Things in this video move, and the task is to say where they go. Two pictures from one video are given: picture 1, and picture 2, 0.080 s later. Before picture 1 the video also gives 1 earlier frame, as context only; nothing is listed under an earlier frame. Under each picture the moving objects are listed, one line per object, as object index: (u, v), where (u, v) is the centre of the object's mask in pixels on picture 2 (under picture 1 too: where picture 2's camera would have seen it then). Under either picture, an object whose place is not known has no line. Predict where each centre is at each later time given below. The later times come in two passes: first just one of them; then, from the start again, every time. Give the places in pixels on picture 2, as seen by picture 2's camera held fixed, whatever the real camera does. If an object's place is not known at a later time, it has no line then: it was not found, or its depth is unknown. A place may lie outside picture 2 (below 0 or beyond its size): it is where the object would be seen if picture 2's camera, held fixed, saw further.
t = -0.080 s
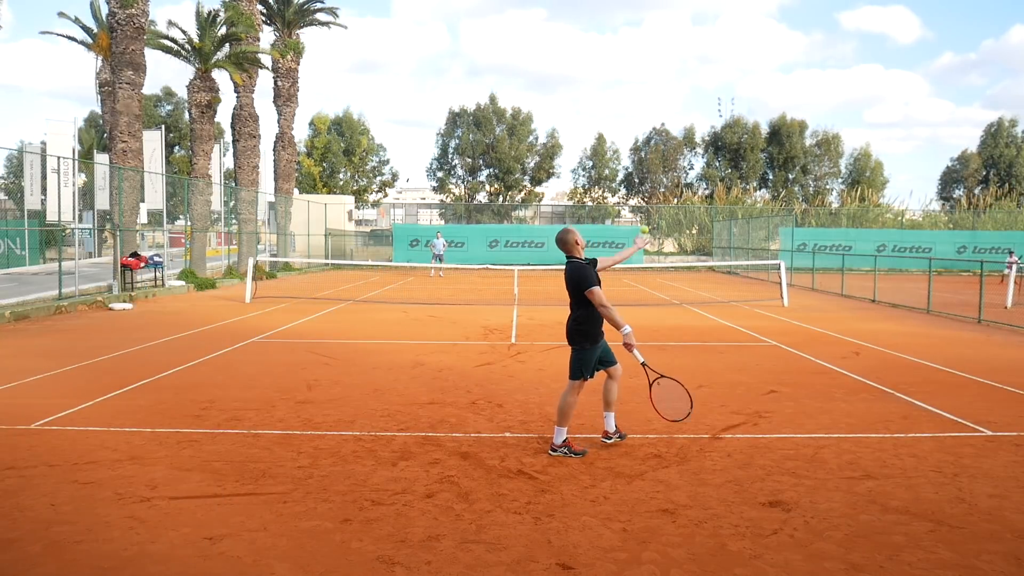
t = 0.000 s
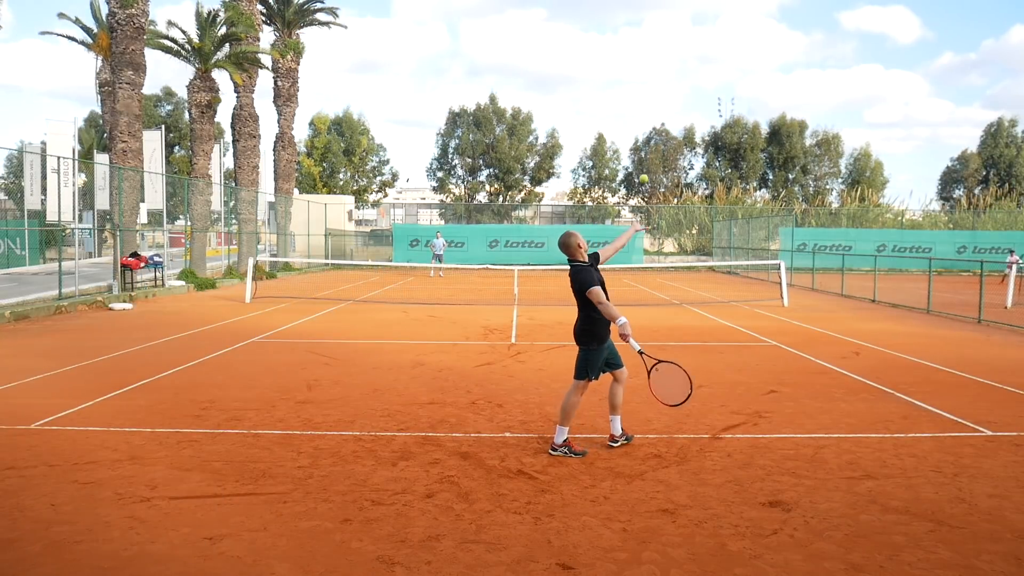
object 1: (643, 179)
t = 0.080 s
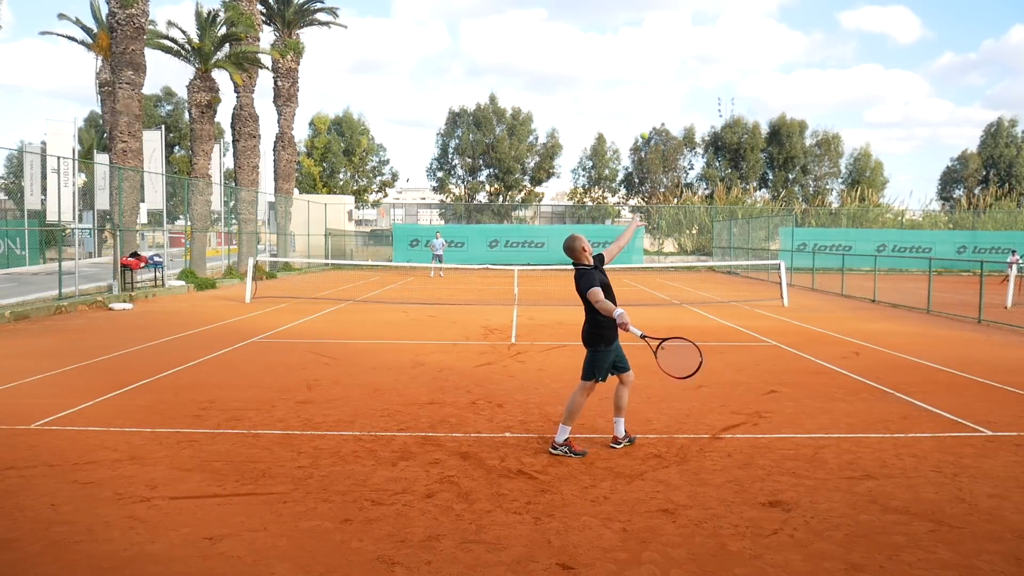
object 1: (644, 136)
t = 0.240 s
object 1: (644, 72)
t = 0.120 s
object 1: (643, 117)
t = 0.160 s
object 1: (643, 100)
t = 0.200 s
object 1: (644, 85)
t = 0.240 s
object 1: (644, 72)
